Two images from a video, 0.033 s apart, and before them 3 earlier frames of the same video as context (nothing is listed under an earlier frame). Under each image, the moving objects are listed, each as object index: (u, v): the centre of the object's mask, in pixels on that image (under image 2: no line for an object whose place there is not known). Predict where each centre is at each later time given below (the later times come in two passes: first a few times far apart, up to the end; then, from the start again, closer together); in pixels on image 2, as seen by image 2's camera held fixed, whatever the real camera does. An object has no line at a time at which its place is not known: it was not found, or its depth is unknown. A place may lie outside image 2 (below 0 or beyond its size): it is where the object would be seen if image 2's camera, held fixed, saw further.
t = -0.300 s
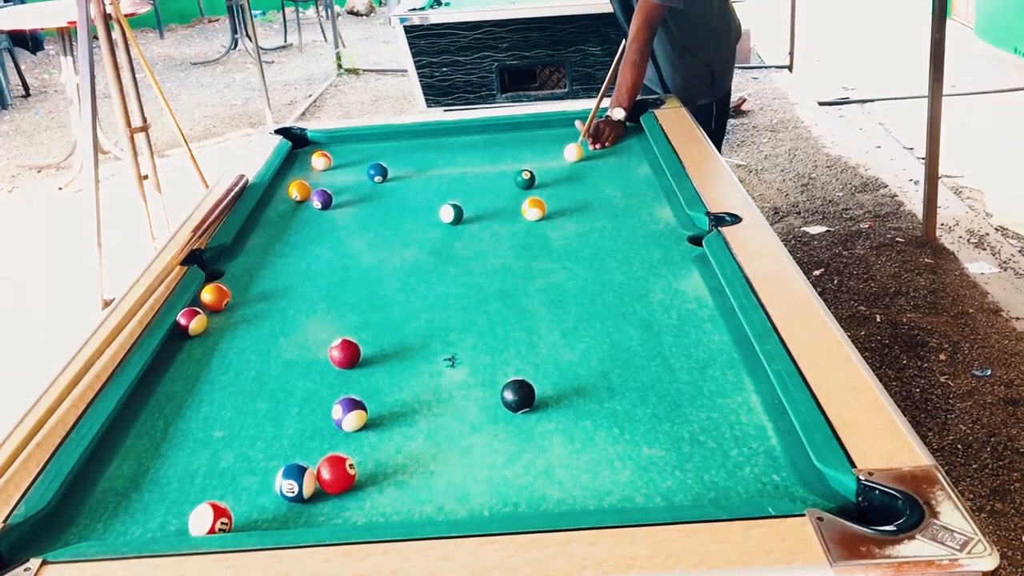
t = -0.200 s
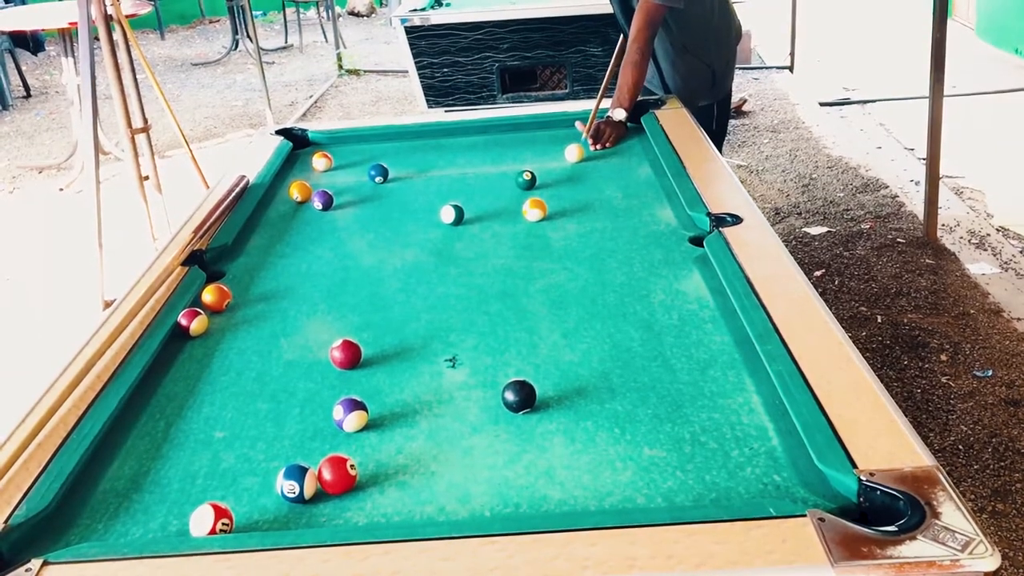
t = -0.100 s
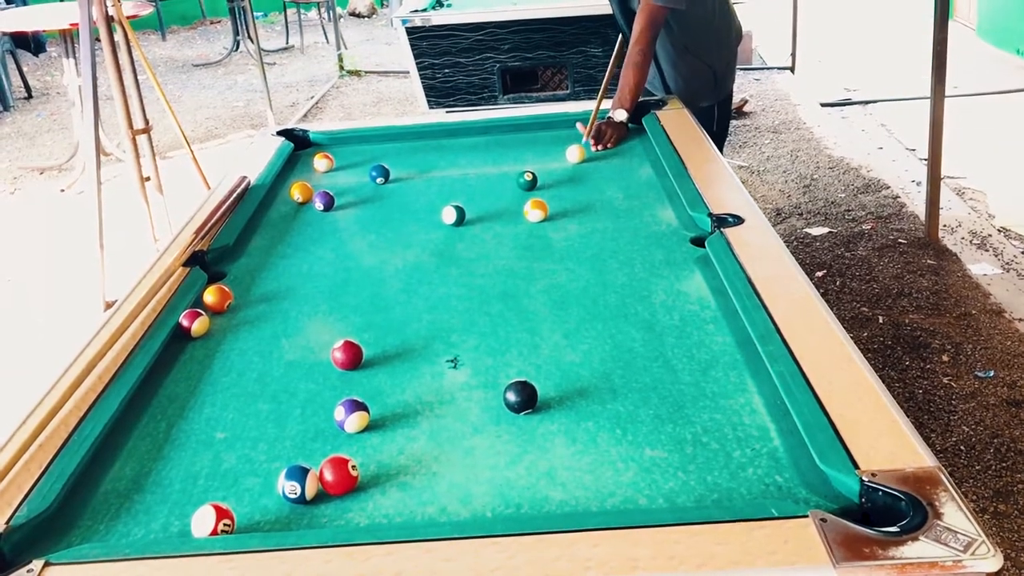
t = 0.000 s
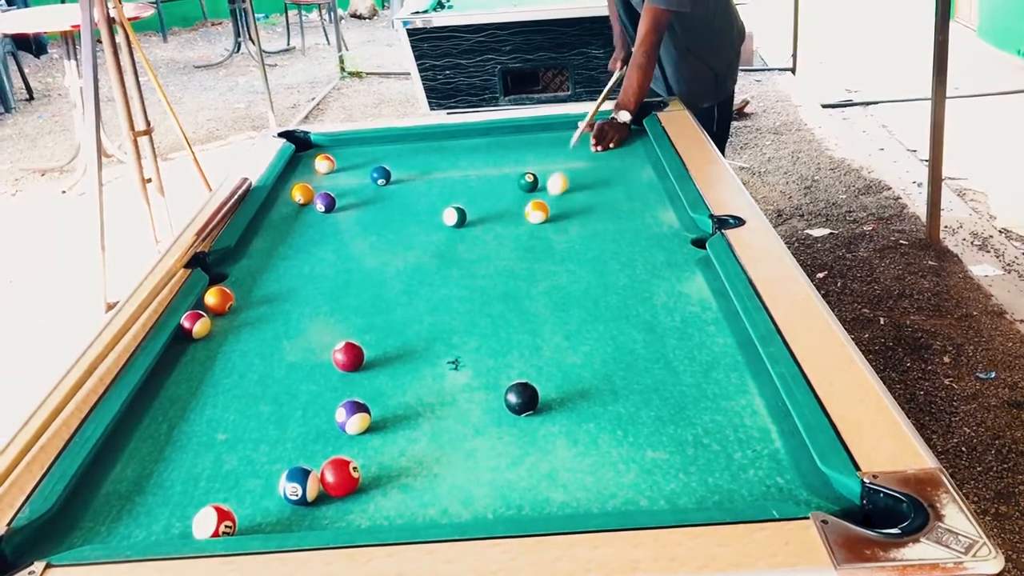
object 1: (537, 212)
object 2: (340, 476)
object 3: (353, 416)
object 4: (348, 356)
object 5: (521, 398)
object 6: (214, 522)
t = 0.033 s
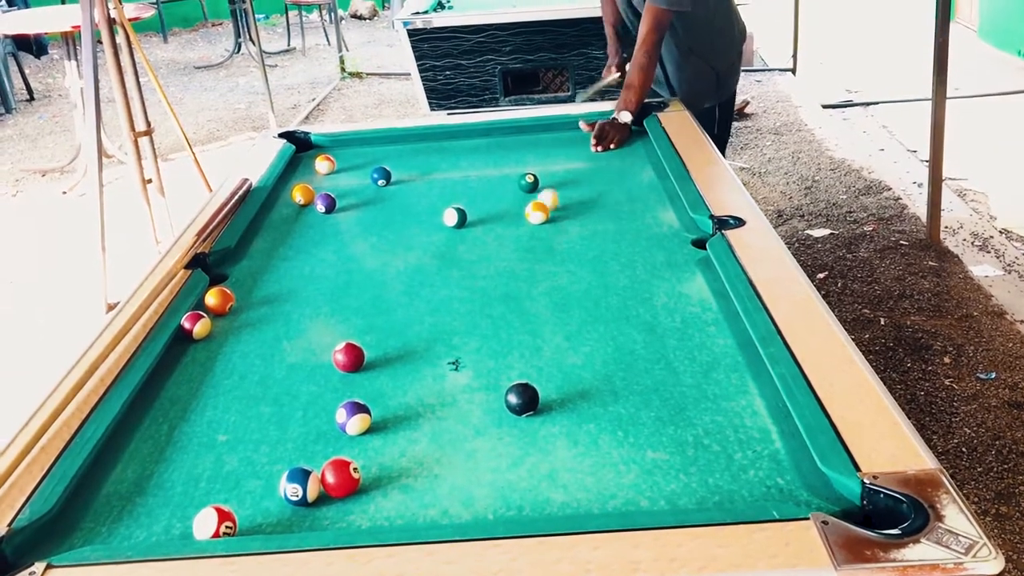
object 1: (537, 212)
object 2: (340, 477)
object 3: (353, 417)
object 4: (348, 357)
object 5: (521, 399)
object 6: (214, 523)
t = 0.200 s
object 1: (458, 284)
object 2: (340, 477)
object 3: (353, 417)
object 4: (348, 357)
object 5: (521, 399)
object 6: (214, 523)
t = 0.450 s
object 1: (371, 401)
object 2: (340, 477)
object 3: (344, 429)
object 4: (298, 363)
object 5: (522, 399)
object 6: (214, 523)
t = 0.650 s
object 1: (400, 429)
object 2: (361, 496)
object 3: (281, 469)
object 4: (219, 373)
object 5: (522, 399)
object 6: (214, 523)
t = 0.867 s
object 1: (430, 467)
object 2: (394, 515)
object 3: (227, 476)
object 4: (175, 380)
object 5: (522, 399)
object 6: (207, 523)
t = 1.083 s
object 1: (462, 504)
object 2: (419, 499)
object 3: (178, 482)
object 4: (232, 379)
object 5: (522, 399)
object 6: (195, 523)
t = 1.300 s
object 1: (489, 494)
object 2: (439, 478)
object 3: (133, 485)
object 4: (287, 377)
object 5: (521, 399)
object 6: (190, 522)
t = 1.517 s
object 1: (510, 464)
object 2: (458, 460)
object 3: (92, 486)
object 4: (339, 374)
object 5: (522, 399)
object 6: (190, 521)
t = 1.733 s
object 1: (528, 437)
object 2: (473, 443)
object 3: (118, 484)
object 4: (386, 370)
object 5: (522, 399)
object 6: (190, 521)
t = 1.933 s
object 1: (542, 415)
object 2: (484, 429)
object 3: (142, 479)
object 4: (426, 367)
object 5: (519, 397)
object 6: (190, 521)
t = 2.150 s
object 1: (563, 399)
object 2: (493, 416)
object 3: (163, 474)
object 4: (466, 363)
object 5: (517, 394)
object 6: (190, 521)
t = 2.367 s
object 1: (582, 386)
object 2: (501, 406)
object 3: (180, 468)
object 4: (503, 358)
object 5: (514, 385)
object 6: (190, 522)
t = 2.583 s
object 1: (598, 374)
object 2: (503, 402)
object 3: (196, 462)
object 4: (535, 355)
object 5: (510, 378)
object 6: (190, 522)
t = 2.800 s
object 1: (609, 363)
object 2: (503, 399)
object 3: (209, 457)
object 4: (563, 351)
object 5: (508, 372)
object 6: (190, 522)
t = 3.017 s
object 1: (619, 354)
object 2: (501, 396)
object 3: (217, 452)
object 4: (587, 347)
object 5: (505, 368)
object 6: (191, 521)
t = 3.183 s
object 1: (629, 349)
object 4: (596, 343)
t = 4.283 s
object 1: (664, 326)
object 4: (617, 324)
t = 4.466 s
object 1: (663, 325)
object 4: (617, 323)
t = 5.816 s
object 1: (662, 324)
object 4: (618, 323)
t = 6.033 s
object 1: (662, 324)
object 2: (500, 396)
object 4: (618, 323)
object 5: (501, 358)
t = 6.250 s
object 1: (662, 324)
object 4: (618, 323)
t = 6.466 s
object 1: (662, 324)
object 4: (618, 323)
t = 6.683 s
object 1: (662, 324)
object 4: (618, 323)
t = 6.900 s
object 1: (662, 324)
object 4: (618, 324)
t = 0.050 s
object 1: (532, 216)
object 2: (340, 477)
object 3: (353, 417)
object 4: (348, 357)
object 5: (521, 399)
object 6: (214, 523)
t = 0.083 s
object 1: (517, 230)
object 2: (340, 477)
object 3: (353, 417)
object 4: (348, 357)
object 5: (521, 399)
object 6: (214, 523)
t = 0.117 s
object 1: (500, 245)
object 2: (340, 477)
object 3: (353, 417)
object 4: (348, 357)
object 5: (521, 399)
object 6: (214, 523)
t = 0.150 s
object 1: (484, 260)
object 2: (340, 477)
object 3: (353, 417)
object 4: (348, 357)
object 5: (522, 399)
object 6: (214, 523)
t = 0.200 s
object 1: (458, 284)
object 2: (340, 477)
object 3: (353, 417)
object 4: (348, 357)
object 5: (521, 399)
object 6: (214, 523)
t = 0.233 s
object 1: (441, 299)
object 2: (340, 477)
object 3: (353, 417)
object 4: (349, 357)
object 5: (521, 399)
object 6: (214, 523)
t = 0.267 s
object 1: (423, 315)
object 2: (340, 477)
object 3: (353, 417)
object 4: (348, 357)
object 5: (521, 399)
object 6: (214, 523)
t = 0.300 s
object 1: (404, 331)
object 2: (340, 477)
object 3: (353, 417)
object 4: (348, 357)
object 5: (521, 399)
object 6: (214, 523)
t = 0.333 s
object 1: (385, 348)
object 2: (340, 477)
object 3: (353, 417)
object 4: (348, 357)
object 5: (522, 399)
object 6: (214, 523)
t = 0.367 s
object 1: (378, 366)
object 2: (340, 477)
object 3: (353, 417)
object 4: (334, 358)
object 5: (521, 399)
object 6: (214, 523)
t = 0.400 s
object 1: (373, 383)
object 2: (340, 477)
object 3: (353, 417)
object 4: (319, 361)
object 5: (521, 399)
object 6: (214, 523)
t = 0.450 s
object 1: (371, 401)
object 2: (340, 477)
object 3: (344, 429)
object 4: (298, 363)
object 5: (522, 399)
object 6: (214, 523)
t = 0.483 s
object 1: (378, 403)
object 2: (340, 477)
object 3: (330, 445)
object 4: (285, 365)
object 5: (521, 399)
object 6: (214, 523)
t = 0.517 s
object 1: (383, 408)
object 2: (340, 477)
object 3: (316, 457)
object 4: (272, 367)
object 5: (521, 399)
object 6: (214, 523)
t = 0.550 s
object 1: (387, 412)
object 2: (346, 482)
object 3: (307, 463)
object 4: (259, 368)
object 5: (521, 399)
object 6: (214, 523)
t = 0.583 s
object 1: (392, 418)
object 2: (351, 487)
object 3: (298, 466)
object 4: (246, 370)
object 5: (522, 399)
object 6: (214, 523)
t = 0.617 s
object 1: (396, 423)
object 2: (356, 491)
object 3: (289, 468)
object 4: (233, 372)
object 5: (522, 399)
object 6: (214, 523)
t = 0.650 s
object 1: (400, 429)
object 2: (361, 496)
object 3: (281, 469)
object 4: (219, 373)
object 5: (522, 399)
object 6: (214, 523)
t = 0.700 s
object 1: (407, 437)
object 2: (369, 502)
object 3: (269, 471)
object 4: (200, 376)
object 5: (522, 399)
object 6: (214, 523)
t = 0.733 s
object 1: (411, 443)
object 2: (374, 506)
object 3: (260, 471)
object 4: (187, 378)
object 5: (522, 399)
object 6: (214, 523)
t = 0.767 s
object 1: (416, 448)
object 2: (379, 509)
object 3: (252, 472)
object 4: (174, 379)
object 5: (522, 399)
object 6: (214, 523)
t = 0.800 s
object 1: (421, 455)
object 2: (384, 512)
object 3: (243, 474)
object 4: (162, 379)
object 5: (522, 399)
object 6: (212, 523)
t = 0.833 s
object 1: (425, 461)
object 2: (390, 514)
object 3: (235, 475)
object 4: (166, 380)
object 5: (522, 399)
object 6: (209, 523)
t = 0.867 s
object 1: (430, 467)
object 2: (394, 515)
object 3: (227, 476)
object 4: (175, 380)
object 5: (522, 399)
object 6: (207, 523)
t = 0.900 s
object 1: (434, 473)
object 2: (398, 513)
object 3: (220, 477)
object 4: (184, 380)
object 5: (522, 399)
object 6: (205, 523)
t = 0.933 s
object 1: (440, 479)
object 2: (402, 511)
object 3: (211, 477)
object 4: (193, 380)
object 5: (522, 399)
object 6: (203, 523)
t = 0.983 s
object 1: (447, 487)
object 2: (408, 507)
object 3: (200, 479)
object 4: (206, 380)
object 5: (521, 399)
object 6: (200, 523)
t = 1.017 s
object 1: (452, 493)
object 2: (411, 505)
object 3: (192, 480)
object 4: (215, 379)
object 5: (521, 399)
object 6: (198, 523)
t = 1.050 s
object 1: (457, 500)
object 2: (415, 502)
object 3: (185, 481)
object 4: (224, 379)
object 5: (521, 399)
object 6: (197, 523)
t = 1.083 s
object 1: (462, 504)
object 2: (419, 499)
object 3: (178, 482)
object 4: (232, 379)
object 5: (522, 399)
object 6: (195, 523)
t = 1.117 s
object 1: (466, 509)
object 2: (422, 495)
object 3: (170, 482)
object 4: (241, 379)
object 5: (521, 399)
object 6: (194, 523)
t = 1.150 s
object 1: (471, 510)
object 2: (426, 492)
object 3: (163, 483)
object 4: (249, 378)
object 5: (521, 399)
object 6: (193, 522)
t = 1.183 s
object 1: (475, 507)
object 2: (429, 489)
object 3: (157, 483)
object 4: (258, 378)
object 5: (521, 399)
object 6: (192, 522)
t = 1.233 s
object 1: (481, 502)
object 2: (433, 484)
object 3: (146, 484)
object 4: (270, 377)
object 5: (521, 399)
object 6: (191, 522)
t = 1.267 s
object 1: (485, 498)
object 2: (436, 481)
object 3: (139, 484)
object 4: (279, 377)
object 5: (521, 399)
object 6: (190, 522)
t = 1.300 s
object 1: (489, 494)
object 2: (439, 478)
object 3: (133, 485)
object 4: (287, 377)
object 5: (521, 399)
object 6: (190, 522)
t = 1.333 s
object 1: (492, 489)
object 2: (442, 475)
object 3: (126, 486)
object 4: (296, 376)
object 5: (521, 399)
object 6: (190, 522)
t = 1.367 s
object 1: (496, 484)
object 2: (445, 473)
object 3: (120, 486)
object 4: (304, 376)
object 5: (522, 399)
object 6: (189, 521)
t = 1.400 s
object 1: (498, 479)
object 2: (448, 470)
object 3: (113, 486)
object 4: (312, 375)
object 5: (521, 399)
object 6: (189, 521)
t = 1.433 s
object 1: (502, 474)
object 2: (451, 466)
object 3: (108, 486)
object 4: (320, 375)
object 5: (521, 399)
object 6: (190, 521)
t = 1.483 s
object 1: (507, 467)
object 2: (455, 463)
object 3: (98, 484)
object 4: (331, 374)
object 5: (521, 399)
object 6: (190, 521)
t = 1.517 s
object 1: (510, 464)
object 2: (458, 460)
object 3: (92, 486)
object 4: (339, 374)
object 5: (522, 399)
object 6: (190, 521)
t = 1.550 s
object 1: (513, 460)
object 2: (460, 457)
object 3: (93, 487)
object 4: (346, 373)
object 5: (521, 399)
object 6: (190, 521)
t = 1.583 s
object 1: (516, 455)
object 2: (463, 455)
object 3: (98, 486)
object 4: (354, 373)
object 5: (521, 399)
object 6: (190, 521)
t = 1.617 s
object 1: (518, 451)
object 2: (465, 452)
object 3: (103, 485)
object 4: (361, 372)
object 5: (521, 399)
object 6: (190, 521)
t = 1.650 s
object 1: (521, 447)
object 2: (468, 449)
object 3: (107, 485)
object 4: (368, 371)
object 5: (522, 399)
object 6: (190, 521)
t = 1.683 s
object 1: (523, 443)
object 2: (469, 447)
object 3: (112, 484)
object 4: (376, 371)
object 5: (521, 399)
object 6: (190, 521)
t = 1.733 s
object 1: (528, 437)
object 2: (473, 443)
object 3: (118, 484)
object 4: (386, 370)
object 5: (522, 399)
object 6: (190, 521)
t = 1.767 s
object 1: (530, 433)
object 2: (475, 441)
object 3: (122, 483)
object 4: (393, 370)
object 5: (521, 398)
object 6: (190, 521)
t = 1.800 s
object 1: (533, 430)
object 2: (477, 438)
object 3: (126, 482)
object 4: (400, 369)
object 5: (521, 398)
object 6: (190, 521)
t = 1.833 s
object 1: (535, 426)
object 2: (478, 436)
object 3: (130, 481)
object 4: (407, 368)
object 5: (521, 397)
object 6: (191, 521)
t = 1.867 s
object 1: (537, 422)
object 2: (480, 434)
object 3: (134, 480)
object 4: (413, 368)
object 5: (520, 397)
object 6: (191, 521)
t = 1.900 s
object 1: (540, 419)
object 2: (482, 432)
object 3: (138, 479)
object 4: (420, 367)
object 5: (520, 397)
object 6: (190, 521)
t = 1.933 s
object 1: (542, 415)
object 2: (484, 429)
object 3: (142, 479)
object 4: (426, 367)
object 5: (519, 397)
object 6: (190, 521)
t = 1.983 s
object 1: (546, 410)
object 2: (486, 426)
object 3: (147, 478)
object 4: (436, 366)
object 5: (519, 397)
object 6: (190, 521)
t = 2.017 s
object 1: (549, 408)
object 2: (488, 424)
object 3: (151, 477)
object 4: (442, 365)
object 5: (519, 397)
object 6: (191, 521)
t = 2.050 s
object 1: (553, 406)
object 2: (489, 422)
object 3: (154, 476)
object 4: (448, 365)
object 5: (519, 396)
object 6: (191, 521)
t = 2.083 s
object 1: (556, 404)
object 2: (491, 420)
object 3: (157, 475)
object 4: (454, 365)
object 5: (518, 396)
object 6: (191, 521)
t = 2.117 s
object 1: (559, 401)
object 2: (492, 418)
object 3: (160, 475)
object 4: (461, 364)
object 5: (517, 395)
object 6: (191, 521)
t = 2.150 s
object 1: (563, 399)
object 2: (493, 416)
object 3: (163, 474)
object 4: (466, 363)
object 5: (517, 394)
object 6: (190, 521)
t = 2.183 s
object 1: (566, 397)
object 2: (495, 414)
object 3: (167, 473)
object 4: (473, 363)
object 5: (517, 393)
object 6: (190, 521)
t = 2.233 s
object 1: (571, 394)
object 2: (497, 412)
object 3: (170, 472)
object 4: (481, 361)
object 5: (516, 391)
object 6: (190, 522)
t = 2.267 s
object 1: (574, 392)
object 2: (498, 410)
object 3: (173, 471)
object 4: (487, 361)
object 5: (516, 389)
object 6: (190, 522)
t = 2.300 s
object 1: (577, 390)
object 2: (500, 408)
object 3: (176, 470)
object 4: (492, 360)
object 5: (515, 388)
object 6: (190, 522)
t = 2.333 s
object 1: (579, 388)
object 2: (500, 407)
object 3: (178, 469)
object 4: (497, 360)
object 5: (515, 386)
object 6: (190, 522)
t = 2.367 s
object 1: (582, 386)
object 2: (501, 406)
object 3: (180, 468)
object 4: (503, 358)
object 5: (514, 385)
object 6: (190, 522)
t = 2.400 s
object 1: (584, 384)
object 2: (501, 406)
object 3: (183, 468)
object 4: (508, 357)
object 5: (513, 384)
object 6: (190, 522)
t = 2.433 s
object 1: (587, 382)
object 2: (502, 405)
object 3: (186, 467)
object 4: (514, 357)
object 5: (513, 383)
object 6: (190, 522)
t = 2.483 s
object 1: (591, 380)
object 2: (502, 404)
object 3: (190, 465)
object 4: (521, 356)
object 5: (512, 381)
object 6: (190, 522)
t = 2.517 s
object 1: (593, 378)
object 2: (502, 403)
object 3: (192, 464)
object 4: (525, 356)
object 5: (512, 380)
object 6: (190, 522)
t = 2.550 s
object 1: (595, 376)
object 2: (502, 402)
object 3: (194, 463)
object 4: (531, 356)
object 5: (511, 379)
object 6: (190, 522)
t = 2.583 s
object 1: (598, 374)
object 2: (503, 402)
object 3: (196, 462)
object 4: (535, 355)
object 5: (510, 378)
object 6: (190, 522)
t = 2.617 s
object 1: (600, 373)
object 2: (503, 401)
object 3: (198, 461)
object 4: (539, 355)
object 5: (510, 377)
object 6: (189, 522)
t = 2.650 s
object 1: (602, 371)
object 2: (503, 401)
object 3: (200, 460)
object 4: (544, 354)
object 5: (509, 376)
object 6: (189, 522)
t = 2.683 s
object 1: (603, 369)
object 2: (503, 400)
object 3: (202, 459)
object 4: (548, 353)
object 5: (509, 375)
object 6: (189, 522)
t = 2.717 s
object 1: (605, 367)
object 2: (502, 400)
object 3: (204, 459)
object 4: (552, 353)
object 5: (509, 374)
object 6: (190, 522)
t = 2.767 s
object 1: (608, 365)
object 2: (503, 399)
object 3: (207, 457)
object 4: (559, 352)
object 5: (508, 373)
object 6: (189, 522)
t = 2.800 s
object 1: (609, 363)
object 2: (503, 399)
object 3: (209, 457)
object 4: (563, 351)
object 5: (508, 372)
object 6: (190, 522)
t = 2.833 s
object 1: (611, 362)
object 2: (502, 398)
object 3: (211, 456)
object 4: (567, 351)
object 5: (507, 371)
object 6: (190, 522)
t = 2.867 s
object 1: (612, 360)
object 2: (502, 398)
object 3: (212, 455)
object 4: (571, 350)
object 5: (507, 371)
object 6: (190, 521)
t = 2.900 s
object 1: (614, 359)
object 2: (502, 397)
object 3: (213, 455)
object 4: (575, 349)
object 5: (507, 370)
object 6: (190, 521)
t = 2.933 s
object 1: (615, 357)
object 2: (502, 397)
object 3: (214, 454)
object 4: (578, 348)
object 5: (507, 369)
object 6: (190, 521)
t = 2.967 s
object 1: (617, 356)
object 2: (502, 397)
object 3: (215, 453)
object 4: (582, 348)
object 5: (506, 369)
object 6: (190, 521)
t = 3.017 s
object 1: (619, 354)
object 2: (501, 396)
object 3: (217, 452)
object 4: (587, 347)
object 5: (505, 368)
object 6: (191, 521)
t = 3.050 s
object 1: (620, 353)
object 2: (501, 395)
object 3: (218, 452)
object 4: (590, 346)
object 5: (505, 368)
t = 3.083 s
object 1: (622, 352)
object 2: (501, 396)
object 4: (592, 345)
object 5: (505, 367)
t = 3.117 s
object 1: (624, 351)
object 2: (501, 396)
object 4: (594, 344)
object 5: (504, 366)
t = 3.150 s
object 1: (627, 349)
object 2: (500, 396)
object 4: (595, 343)
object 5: (504, 366)
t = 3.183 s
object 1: (629, 349)
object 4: (596, 343)
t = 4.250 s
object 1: (664, 327)
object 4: (617, 324)
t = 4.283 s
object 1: (664, 326)
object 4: (617, 324)
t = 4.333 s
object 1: (663, 326)
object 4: (617, 324)
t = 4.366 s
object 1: (663, 326)
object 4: (617, 324)
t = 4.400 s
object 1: (663, 325)
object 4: (617, 323)
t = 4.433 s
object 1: (663, 325)
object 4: (617, 323)
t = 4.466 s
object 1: (663, 325)
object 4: (617, 323)
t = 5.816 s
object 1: (662, 324)
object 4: (618, 323)
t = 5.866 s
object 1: (662, 324)
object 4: (617, 323)
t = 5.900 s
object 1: (662, 324)
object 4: (617, 323)
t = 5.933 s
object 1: (662, 324)
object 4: (617, 323)
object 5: (501, 357)
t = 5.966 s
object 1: (662, 324)
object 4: (618, 323)
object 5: (501, 357)
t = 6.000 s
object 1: (662, 324)
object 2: (500, 396)
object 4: (618, 323)
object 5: (501, 358)
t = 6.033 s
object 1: (662, 324)
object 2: (500, 396)
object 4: (618, 323)
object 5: (501, 358)
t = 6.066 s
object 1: (662, 324)
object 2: (500, 396)
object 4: (618, 323)
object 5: (501, 357)
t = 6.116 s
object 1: (662, 324)
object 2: (500, 396)
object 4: (618, 323)
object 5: (501, 357)
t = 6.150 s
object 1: (662, 324)
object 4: (618, 323)
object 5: (501, 358)
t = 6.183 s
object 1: (662, 324)
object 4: (618, 323)
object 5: (501, 357)
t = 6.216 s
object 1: (662, 324)
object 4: (618, 323)
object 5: (501, 357)
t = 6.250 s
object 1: (662, 324)
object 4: (618, 323)
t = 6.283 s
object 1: (662, 324)
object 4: (618, 323)
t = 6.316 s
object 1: (662, 324)
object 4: (618, 323)
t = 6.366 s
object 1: (662, 324)
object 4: (618, 323)
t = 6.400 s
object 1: (662, 324)
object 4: (618, 323)
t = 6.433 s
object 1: (662, 324)
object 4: (618, 323)
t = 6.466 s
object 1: (662, 324)
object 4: (618, 323)
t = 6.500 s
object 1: (662, 324)
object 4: (618, 323)
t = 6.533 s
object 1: (662, 324)
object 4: (618, 323)
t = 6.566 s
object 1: (662, 324)
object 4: (618, 323)
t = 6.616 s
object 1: (662, 324)
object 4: (618, 323)
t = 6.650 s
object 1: (662, 324)
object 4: (618, 323)
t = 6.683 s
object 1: (662, 324)
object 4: (618, 323)
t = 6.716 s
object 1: (662, 324)
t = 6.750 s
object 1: (662, 324)
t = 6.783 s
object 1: (662, 324)
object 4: (618, 323)
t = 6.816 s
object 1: (662, 324)
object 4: (618, 323)
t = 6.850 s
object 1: (662, 324)
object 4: (618, 324)
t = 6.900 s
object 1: (662, 324)
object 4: (618, 324)
